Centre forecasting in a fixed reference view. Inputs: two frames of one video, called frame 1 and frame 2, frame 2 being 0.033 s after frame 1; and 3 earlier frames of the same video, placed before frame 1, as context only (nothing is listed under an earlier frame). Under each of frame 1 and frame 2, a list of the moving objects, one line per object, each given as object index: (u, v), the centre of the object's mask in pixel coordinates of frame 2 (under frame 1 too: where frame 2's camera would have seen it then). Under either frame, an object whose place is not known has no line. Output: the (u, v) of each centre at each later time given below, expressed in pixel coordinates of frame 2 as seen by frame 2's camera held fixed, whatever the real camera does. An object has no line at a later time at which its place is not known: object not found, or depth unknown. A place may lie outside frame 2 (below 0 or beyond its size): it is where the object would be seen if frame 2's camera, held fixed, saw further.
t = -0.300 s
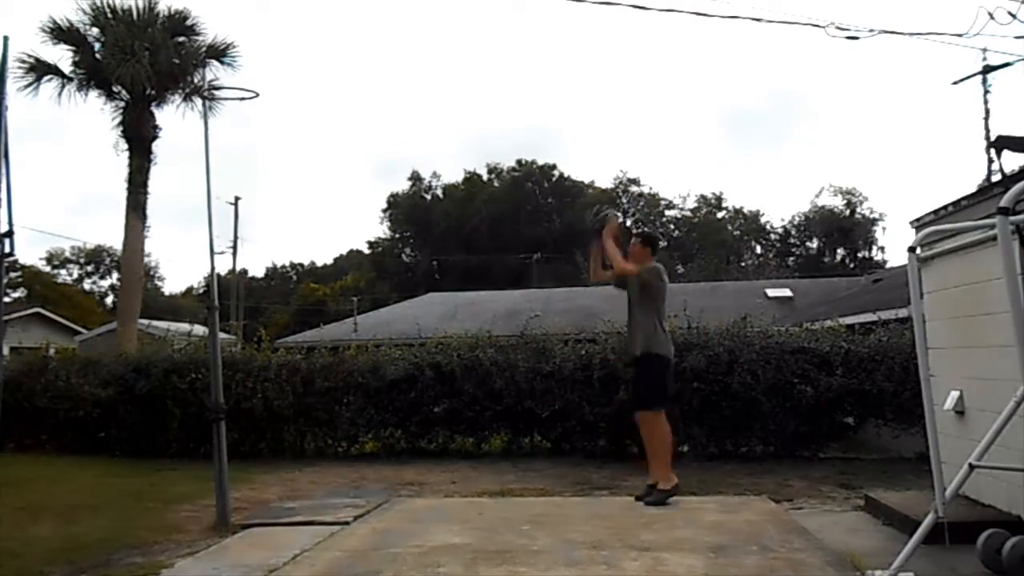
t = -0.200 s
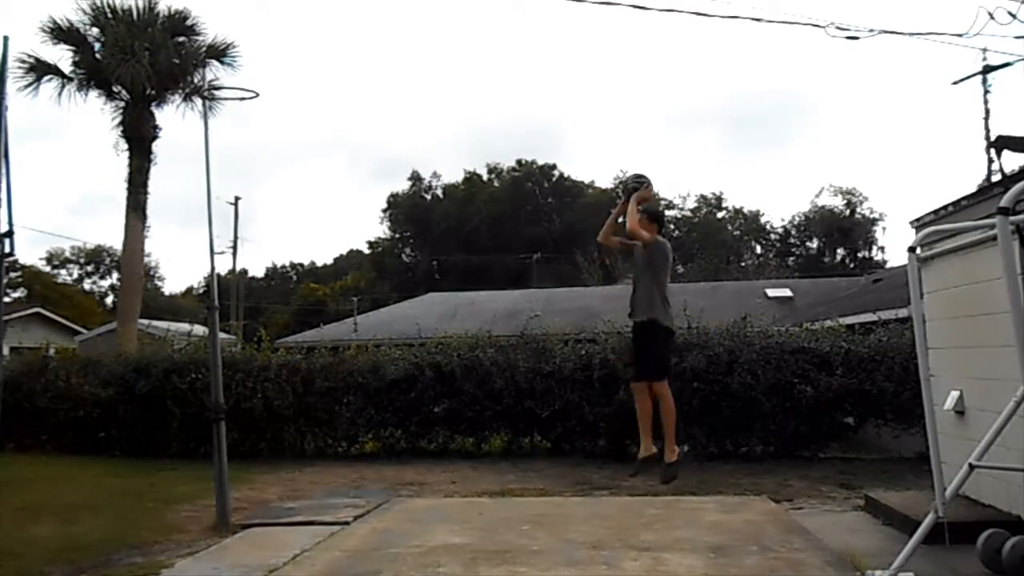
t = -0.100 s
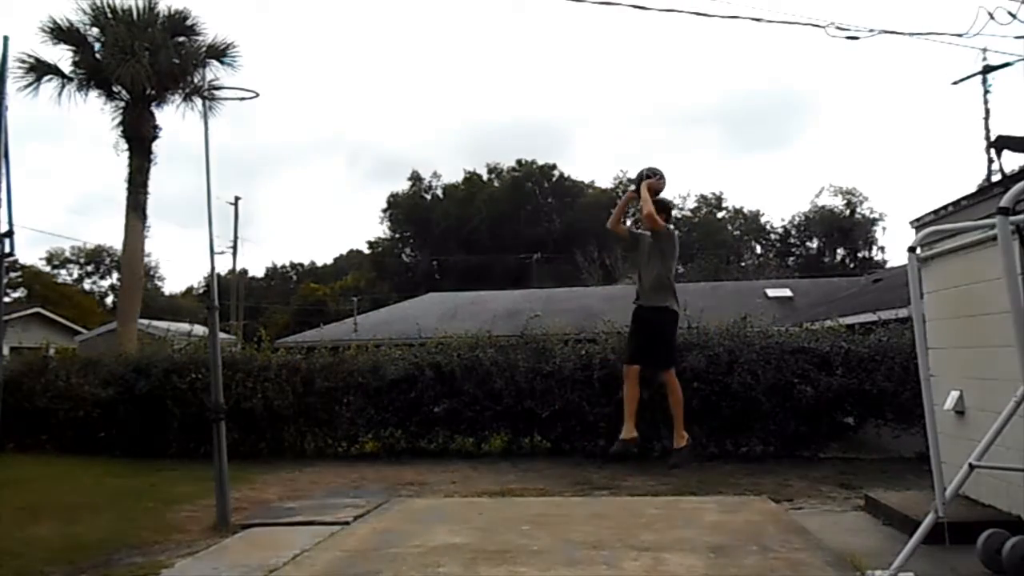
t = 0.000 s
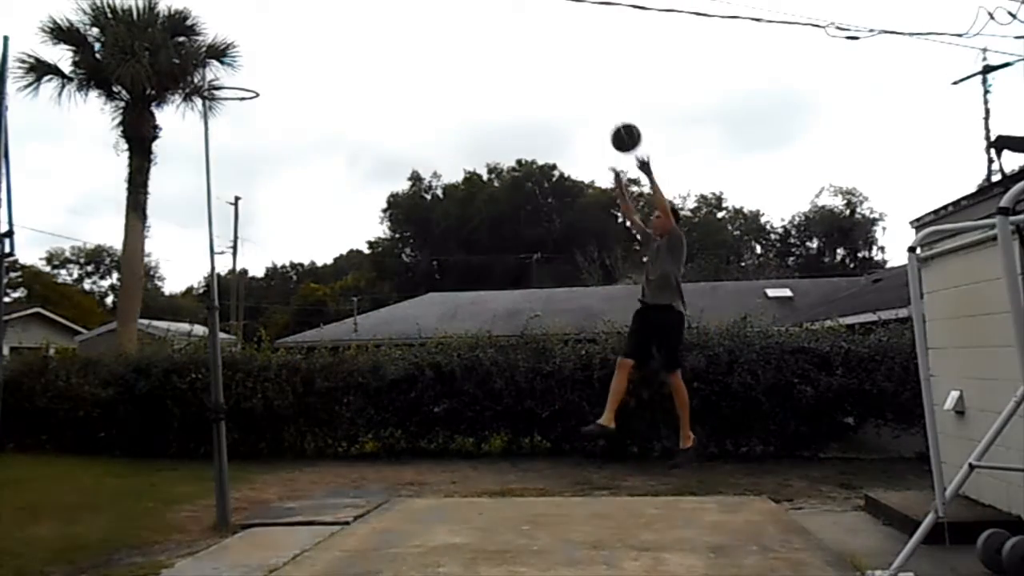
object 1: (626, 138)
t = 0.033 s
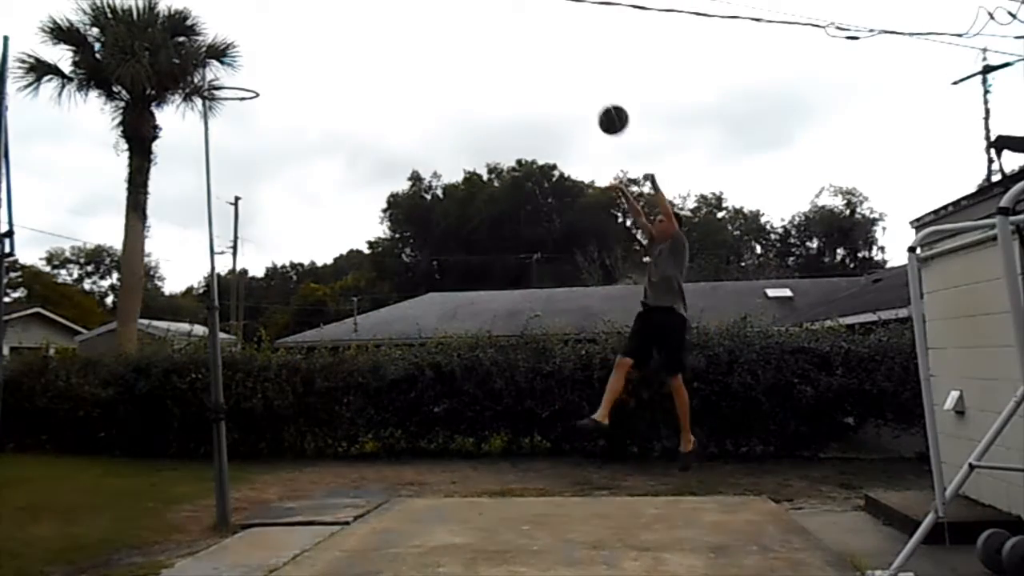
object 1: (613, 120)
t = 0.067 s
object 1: (601, 103)
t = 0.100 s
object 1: (588, 88)
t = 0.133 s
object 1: (575, 74)
